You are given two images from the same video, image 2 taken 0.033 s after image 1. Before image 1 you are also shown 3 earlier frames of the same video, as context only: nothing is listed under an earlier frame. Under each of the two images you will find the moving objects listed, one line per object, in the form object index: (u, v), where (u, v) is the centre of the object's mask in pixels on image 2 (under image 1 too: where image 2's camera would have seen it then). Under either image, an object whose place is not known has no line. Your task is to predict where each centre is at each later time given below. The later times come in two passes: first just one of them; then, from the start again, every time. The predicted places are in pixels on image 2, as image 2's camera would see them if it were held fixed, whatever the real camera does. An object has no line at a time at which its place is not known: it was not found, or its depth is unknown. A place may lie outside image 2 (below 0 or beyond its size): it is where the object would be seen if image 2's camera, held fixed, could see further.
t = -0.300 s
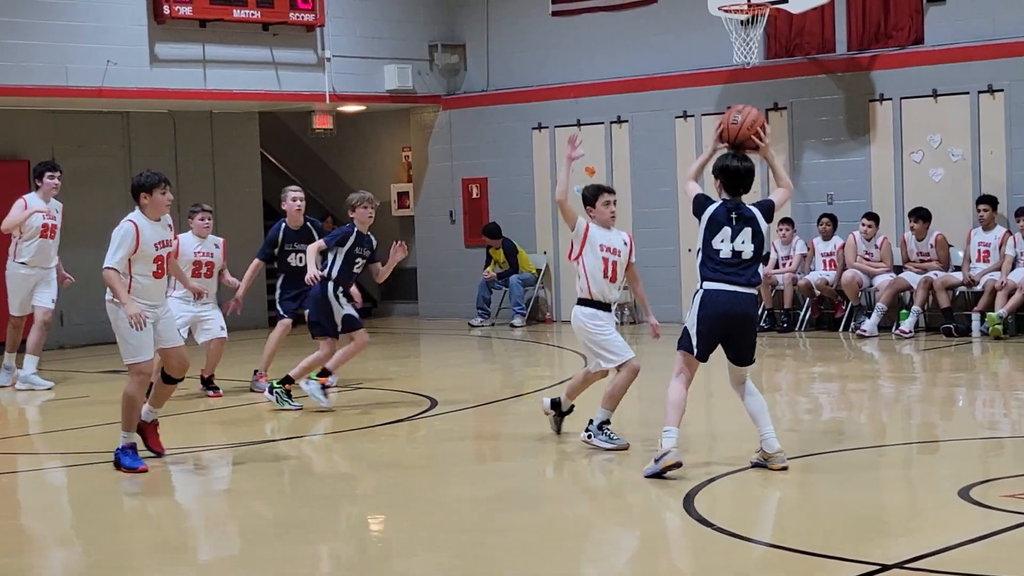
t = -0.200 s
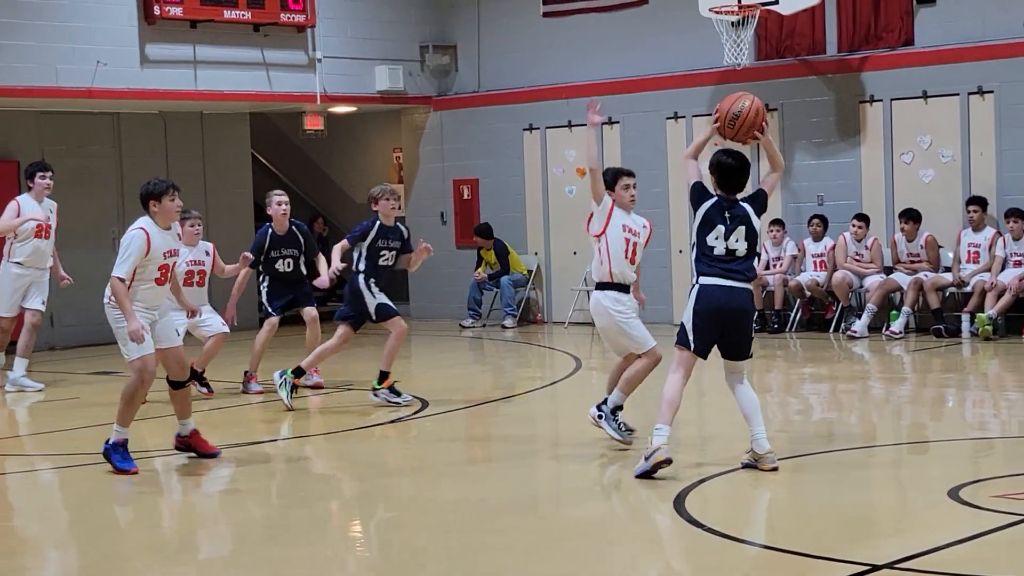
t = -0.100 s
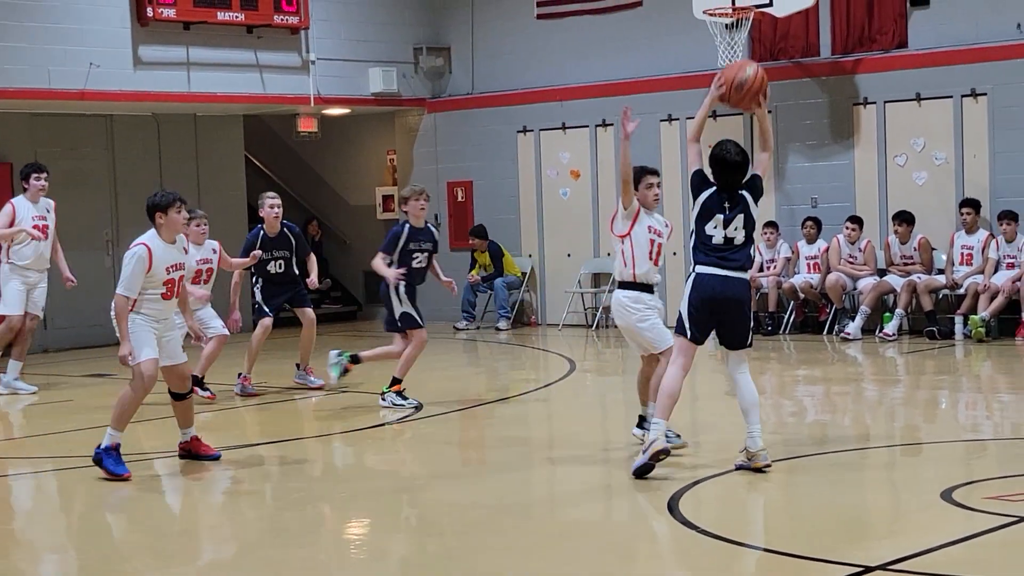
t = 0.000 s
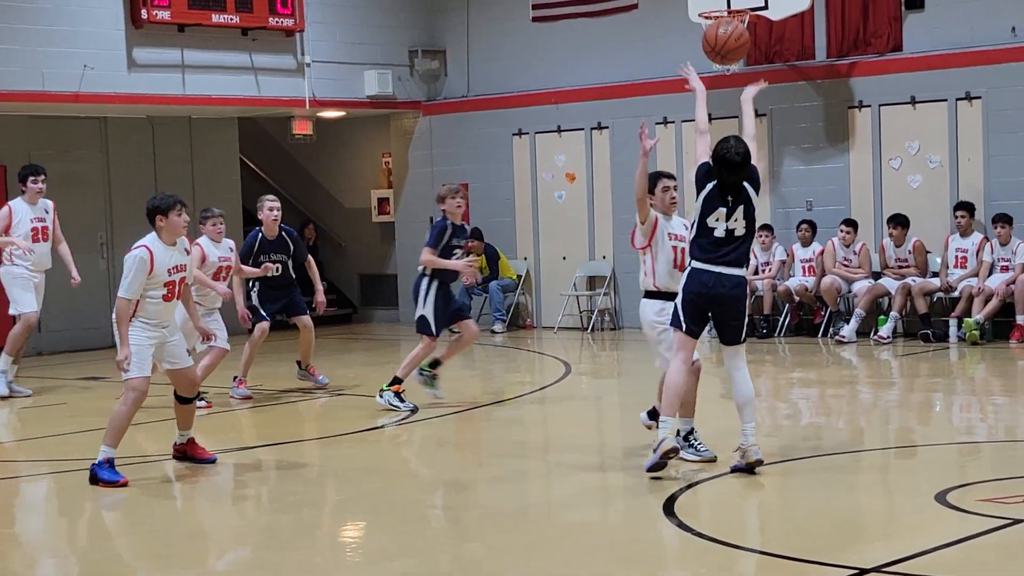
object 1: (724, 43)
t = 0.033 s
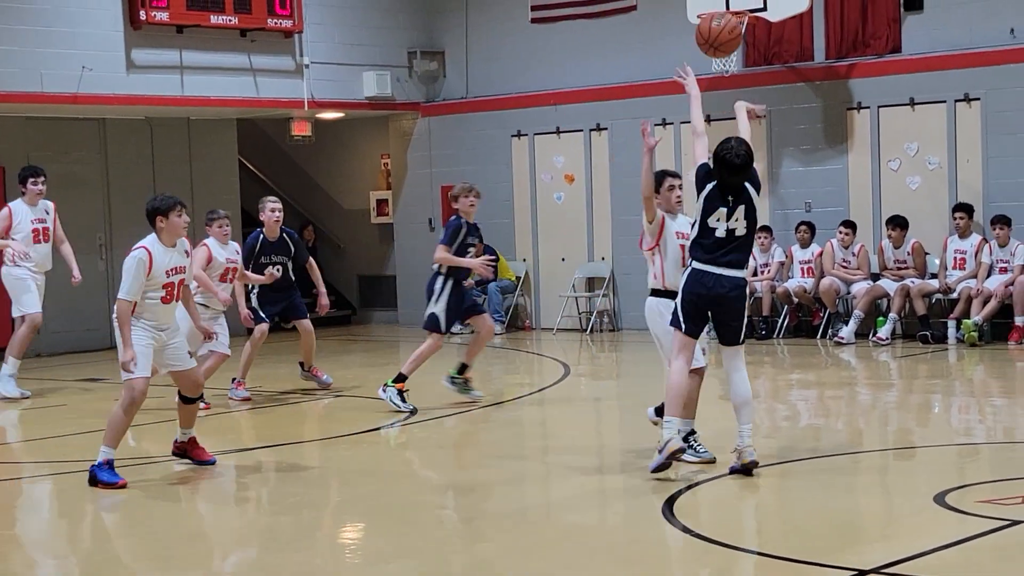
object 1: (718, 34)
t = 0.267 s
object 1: (686, 38)
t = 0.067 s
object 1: (713, 28)
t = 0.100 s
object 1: (708, 25)
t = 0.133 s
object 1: (703, 24)
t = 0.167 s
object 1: (698, 25)
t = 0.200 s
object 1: (694, 28)
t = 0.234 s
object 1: (690, 32)
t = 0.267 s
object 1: (686, 38)
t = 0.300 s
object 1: (683, 46)
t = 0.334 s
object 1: (679, 55)
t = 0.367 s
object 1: (676, 65)
